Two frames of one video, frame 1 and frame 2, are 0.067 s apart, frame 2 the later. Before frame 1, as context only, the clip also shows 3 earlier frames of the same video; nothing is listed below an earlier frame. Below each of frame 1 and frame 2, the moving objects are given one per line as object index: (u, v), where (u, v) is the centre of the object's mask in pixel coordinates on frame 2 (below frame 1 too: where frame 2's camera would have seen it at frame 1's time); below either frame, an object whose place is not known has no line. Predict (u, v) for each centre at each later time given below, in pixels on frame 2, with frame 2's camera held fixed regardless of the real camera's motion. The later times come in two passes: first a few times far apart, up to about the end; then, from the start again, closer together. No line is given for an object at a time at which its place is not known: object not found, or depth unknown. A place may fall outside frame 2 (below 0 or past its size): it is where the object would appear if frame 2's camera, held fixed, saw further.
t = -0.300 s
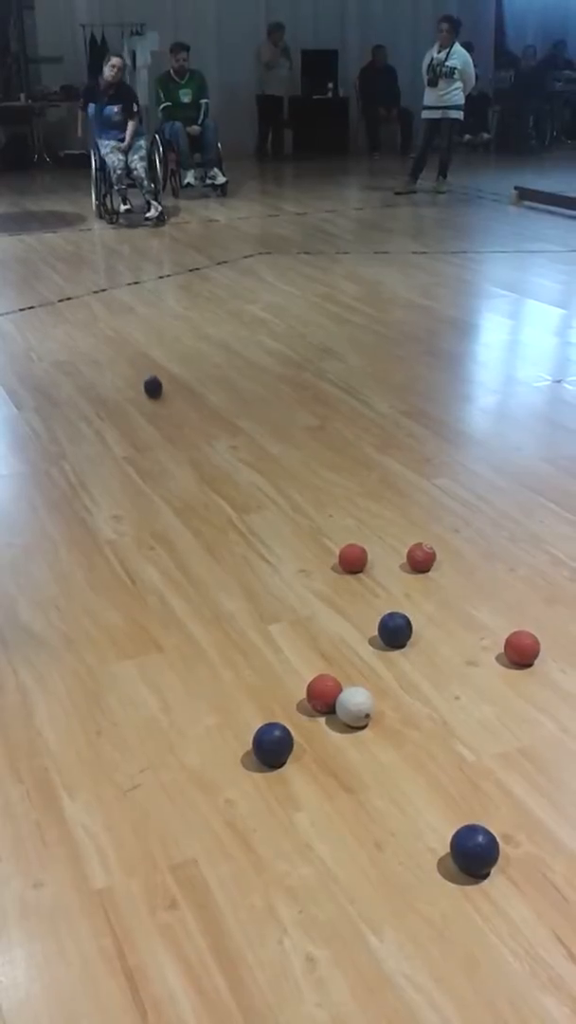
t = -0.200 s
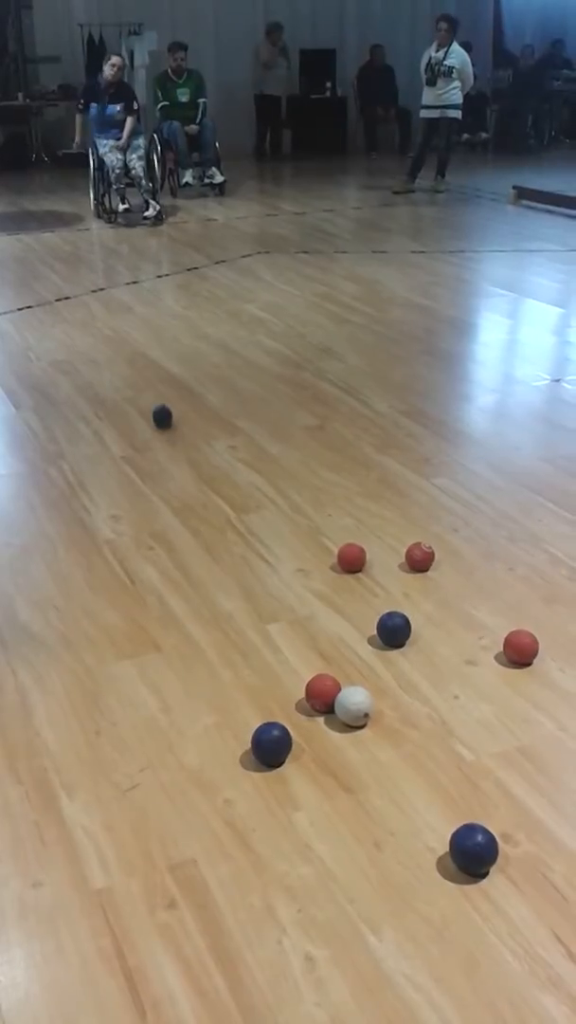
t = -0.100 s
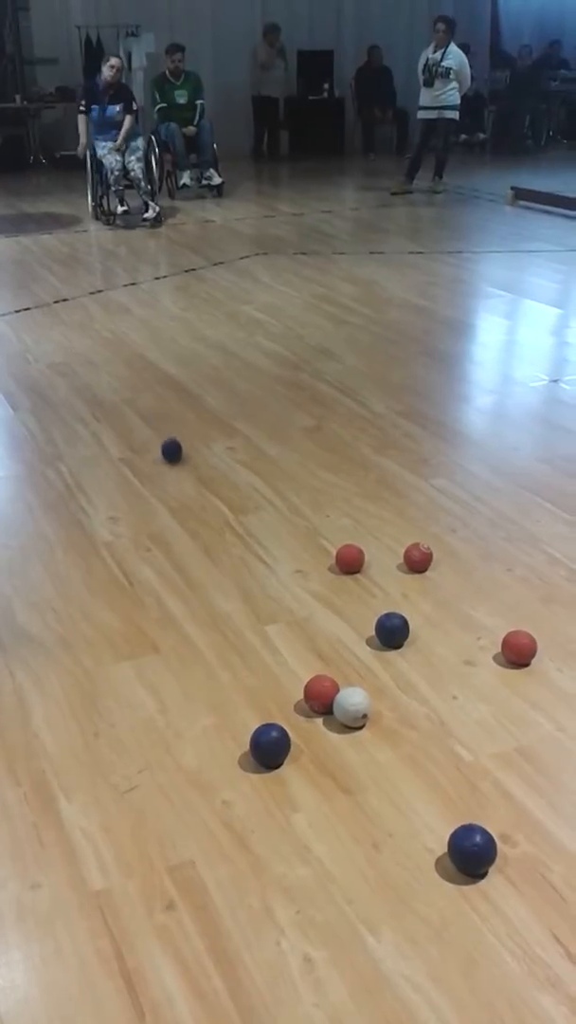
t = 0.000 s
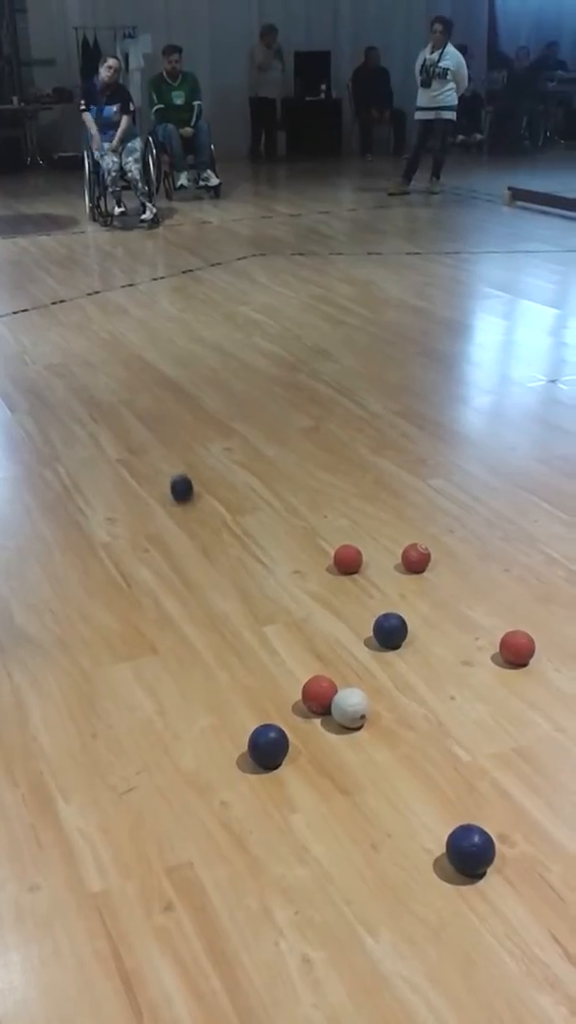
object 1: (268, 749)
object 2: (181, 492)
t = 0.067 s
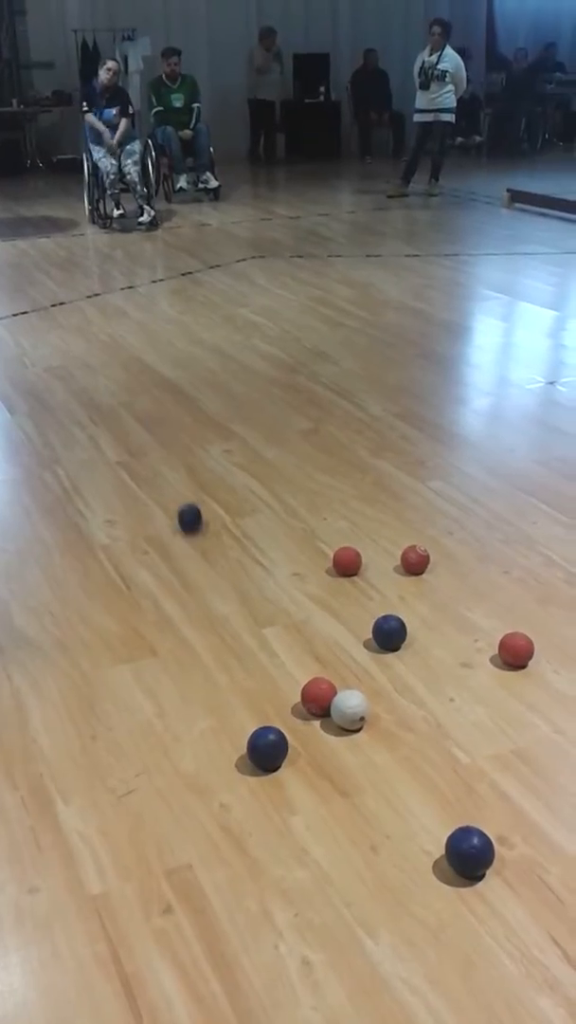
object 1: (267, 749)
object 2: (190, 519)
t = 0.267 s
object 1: (267, 748)
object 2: (222, 627)
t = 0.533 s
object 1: (289, 790)
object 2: (238, 747)
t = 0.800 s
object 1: (328, 859)
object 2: (206, 928)
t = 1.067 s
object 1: (357, 906)
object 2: (182, 1015)
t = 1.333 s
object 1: (368, 929)
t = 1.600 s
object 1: (369, 929)
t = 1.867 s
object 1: (369, 929)
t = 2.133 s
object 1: (369, 929)
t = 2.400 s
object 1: (369, 929)
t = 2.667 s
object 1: (369, 929)
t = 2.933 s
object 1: (369, 929)
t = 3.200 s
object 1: (369, 929)
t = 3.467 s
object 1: (369, 929)
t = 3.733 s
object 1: (369, 929)
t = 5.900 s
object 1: (368, 929)
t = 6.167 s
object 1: (368, 929)
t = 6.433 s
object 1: (369, 929)
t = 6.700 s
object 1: (369, 929)
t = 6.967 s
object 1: (369, 930)
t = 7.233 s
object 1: (369, 929)
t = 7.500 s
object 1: (368, 929)
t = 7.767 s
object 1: (369, 928)
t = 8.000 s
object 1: (369, 928)
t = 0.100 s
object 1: (267, 748)
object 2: (194, 534)
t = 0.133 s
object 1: (267, 748)
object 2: (199, 550)
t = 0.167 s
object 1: (267, 748)
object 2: (205, 568)
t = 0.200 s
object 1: (267, 748)
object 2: (210, 586)
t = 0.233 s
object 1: (267, 748)
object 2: (216, 606)
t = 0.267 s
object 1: (267, 748)
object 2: (222, 627)
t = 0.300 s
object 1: (267, 748)
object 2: (229, 649)
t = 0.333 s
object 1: (267, 748)
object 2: (236, 673)
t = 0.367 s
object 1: (267, 748)
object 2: (244, 699)
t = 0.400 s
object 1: (268, 749)
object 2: (250, 725)
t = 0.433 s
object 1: (274, 760)
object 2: (250, 728)
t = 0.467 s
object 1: (278, 769)
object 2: (246, 730)
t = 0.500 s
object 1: (284, 780)
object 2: (242, 736)
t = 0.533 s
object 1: (289, 790)
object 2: (238, 747)
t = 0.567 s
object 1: (294, 799)
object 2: (234, 763)
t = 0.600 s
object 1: (300, 808)
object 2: (229, 785)
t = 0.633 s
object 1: (305, 818)
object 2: (225, 813)
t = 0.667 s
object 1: (310, 826)
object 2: (221, 846)
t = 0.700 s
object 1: (314, 834)
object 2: (216, 887)
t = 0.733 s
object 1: (319, 843)
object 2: (213, 898)
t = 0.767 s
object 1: (323, 851)
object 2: (210, 910)
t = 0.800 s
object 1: (328, 859)
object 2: (206, 928)
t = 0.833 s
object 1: (332, 865)
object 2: (203, 943)
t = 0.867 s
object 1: (336, 873)
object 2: (200, 955)
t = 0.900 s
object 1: (340, 880)
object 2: (196, 969)
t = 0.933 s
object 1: (343, 886)
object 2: (193, 982)
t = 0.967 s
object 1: (347, 893)
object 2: (190, 994)
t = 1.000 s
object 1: (351, 898)
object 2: (187, 1002)
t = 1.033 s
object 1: (354, 902)
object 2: (184, 1009)
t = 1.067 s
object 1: (357, 906)
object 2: (182, 1015)
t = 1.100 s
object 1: (360, 910)
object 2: (180, 1019)
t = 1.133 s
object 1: (362, 914)
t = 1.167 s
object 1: (363, 917)
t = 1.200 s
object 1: (365, 921)
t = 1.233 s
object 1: (366, 924)
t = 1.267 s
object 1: (367, 925)
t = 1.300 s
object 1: (368, 927)
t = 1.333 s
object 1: (368, 929)
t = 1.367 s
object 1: (369, 929)
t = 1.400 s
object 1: (369, 929)
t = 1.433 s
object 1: (369, 929)
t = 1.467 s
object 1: (369, 929)
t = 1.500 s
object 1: (369, 929)
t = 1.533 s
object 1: (369, 929)
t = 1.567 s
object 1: (369, 929)
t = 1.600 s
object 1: (369, 929)
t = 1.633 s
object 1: (369, 929)
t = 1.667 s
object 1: (369, 929)
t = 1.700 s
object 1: (369, 929)
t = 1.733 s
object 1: (369, 929)
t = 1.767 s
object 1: (369, 929)
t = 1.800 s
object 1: (369, 929)
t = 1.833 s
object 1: (369, 929)
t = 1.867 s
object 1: (369, 929)
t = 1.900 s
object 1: (368, 929)
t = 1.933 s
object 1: (369, 929)
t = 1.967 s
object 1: (369, 929)
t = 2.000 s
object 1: (368, 929)
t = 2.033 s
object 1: (369, 929)
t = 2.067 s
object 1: (369, 929)
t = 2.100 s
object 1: (368, 929)
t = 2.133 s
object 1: (369, 929)
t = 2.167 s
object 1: (369, 929)
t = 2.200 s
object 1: (369, 929)
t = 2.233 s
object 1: (369, 929)
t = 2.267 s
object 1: (369, 929)
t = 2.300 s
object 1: (369, 929)
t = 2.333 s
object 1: (369, 929)
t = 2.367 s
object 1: (369, 929)
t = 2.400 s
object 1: (369, 929)
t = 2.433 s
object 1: (369, 929)
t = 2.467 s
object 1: (368, 929)
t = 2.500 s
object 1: (368, 929)
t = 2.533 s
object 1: (369, 929)
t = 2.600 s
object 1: (369, 929)
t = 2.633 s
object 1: (369, 929)
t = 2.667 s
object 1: (369, 929)
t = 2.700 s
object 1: (369, 929)
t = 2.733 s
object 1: (369, 929)
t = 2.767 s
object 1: (369, 929)
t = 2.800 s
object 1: (369, 929)
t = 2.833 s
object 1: (369, 928)
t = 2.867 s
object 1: (369, 929)
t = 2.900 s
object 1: (369, 929)
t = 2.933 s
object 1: (369, 929)
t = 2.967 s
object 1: (369, 929)
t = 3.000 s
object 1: (369, 929)
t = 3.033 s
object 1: (369, 929)
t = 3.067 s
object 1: (369, 929)
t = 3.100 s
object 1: (368, 929)
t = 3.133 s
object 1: (369, 929)
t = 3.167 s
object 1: (369, 929)
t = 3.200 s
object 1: (369, 929)
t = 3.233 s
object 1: (369, 929)
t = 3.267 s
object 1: (369, 929)
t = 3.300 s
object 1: (369, 929)
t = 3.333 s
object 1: (369, 929)
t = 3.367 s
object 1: (369, 929)
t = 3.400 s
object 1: (369, 929)
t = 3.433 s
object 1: (369, 929)
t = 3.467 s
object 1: (369, 929)
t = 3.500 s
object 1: (369, 929)
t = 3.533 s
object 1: (369, 929)
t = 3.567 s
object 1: (369, 929)
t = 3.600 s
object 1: (369, 929)
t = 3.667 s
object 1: (369, 929)
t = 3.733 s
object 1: (369, 929)
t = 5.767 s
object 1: (369, 929)
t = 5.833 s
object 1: (368, 929)
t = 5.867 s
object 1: (368, 929)
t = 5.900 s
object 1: (368, 929)
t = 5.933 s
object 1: (368, 929)
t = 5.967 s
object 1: (368, 929)
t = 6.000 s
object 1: (368, 929)
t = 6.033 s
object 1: (368, 929)
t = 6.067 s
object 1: (368, 929)
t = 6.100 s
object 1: (368, 929)
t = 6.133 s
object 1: (368, 929)
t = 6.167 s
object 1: (368, 929)
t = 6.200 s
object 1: (368, 929)
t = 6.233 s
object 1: (369, 929)
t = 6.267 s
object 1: (368, 929)
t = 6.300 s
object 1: (369, 929)
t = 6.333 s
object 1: (369, 929)
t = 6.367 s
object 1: (369, 928)
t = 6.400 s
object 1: (369, 929)
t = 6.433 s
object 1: (369, 929)
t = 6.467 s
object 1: (369, 929)
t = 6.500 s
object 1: (369, 929)
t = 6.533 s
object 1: (369, 929)
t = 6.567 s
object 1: (368, 929)
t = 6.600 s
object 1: (369, 930)
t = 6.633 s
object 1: (369, 930)
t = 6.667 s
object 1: (369, 929)
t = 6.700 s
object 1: (369, 929)
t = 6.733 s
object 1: (369, 929)
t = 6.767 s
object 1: (369, 929)
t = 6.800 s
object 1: (369, 930)
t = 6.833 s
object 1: (369, 930)
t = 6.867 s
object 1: (369, 929)
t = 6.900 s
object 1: (369, 930)
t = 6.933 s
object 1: (369, 930)
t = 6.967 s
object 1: (369, 930)
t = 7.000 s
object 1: (369, 930)
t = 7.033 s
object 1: (369, 929)
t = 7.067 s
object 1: (369, 930)
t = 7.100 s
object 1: (369, 930)
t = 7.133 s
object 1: (369, 930)
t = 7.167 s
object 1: (369, 929)
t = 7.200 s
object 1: (369, 929)
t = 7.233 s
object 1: (369, 929)
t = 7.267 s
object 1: (369, 930)
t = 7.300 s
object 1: (369, 929)
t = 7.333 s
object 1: (369, 929)
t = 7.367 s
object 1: (369, 930)
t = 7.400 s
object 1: (369, 930)
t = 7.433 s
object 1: (369, 929)
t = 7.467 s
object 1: (369, 929)
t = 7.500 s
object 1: (368, 929)
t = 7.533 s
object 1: (369, 929)
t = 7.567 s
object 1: (369, 929)
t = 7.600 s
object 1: (368, 929)
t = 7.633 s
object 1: (368, 929)
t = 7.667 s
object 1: (369, 929)
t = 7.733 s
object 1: (369, 928)
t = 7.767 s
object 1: (369, 928)
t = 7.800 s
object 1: (369, 928)
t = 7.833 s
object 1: (369, 929)
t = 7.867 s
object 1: (369, 928)
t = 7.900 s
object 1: (369, 928)
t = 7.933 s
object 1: (369, 928)
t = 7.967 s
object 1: (369, 929)
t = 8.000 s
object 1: (369, 928)
